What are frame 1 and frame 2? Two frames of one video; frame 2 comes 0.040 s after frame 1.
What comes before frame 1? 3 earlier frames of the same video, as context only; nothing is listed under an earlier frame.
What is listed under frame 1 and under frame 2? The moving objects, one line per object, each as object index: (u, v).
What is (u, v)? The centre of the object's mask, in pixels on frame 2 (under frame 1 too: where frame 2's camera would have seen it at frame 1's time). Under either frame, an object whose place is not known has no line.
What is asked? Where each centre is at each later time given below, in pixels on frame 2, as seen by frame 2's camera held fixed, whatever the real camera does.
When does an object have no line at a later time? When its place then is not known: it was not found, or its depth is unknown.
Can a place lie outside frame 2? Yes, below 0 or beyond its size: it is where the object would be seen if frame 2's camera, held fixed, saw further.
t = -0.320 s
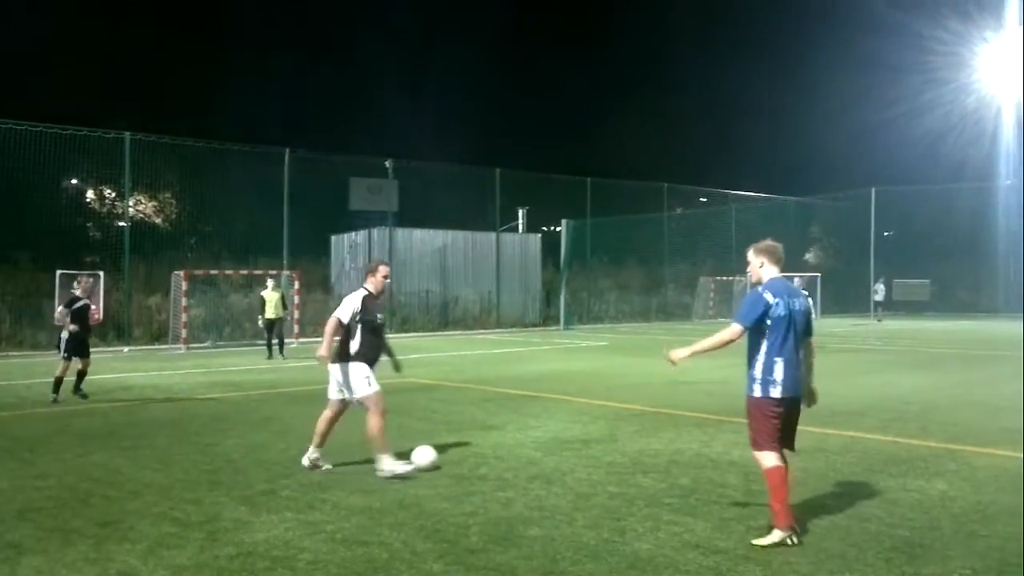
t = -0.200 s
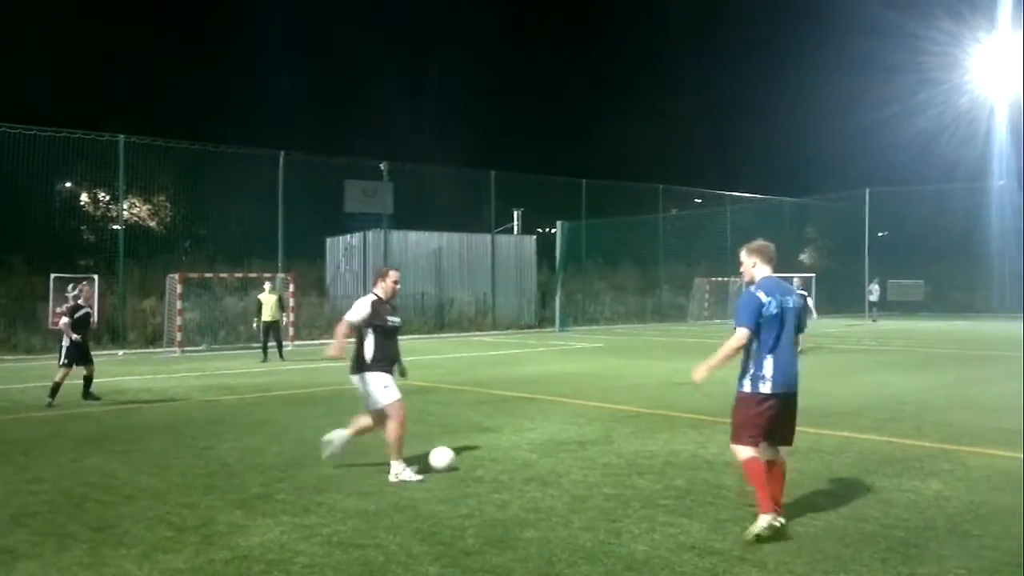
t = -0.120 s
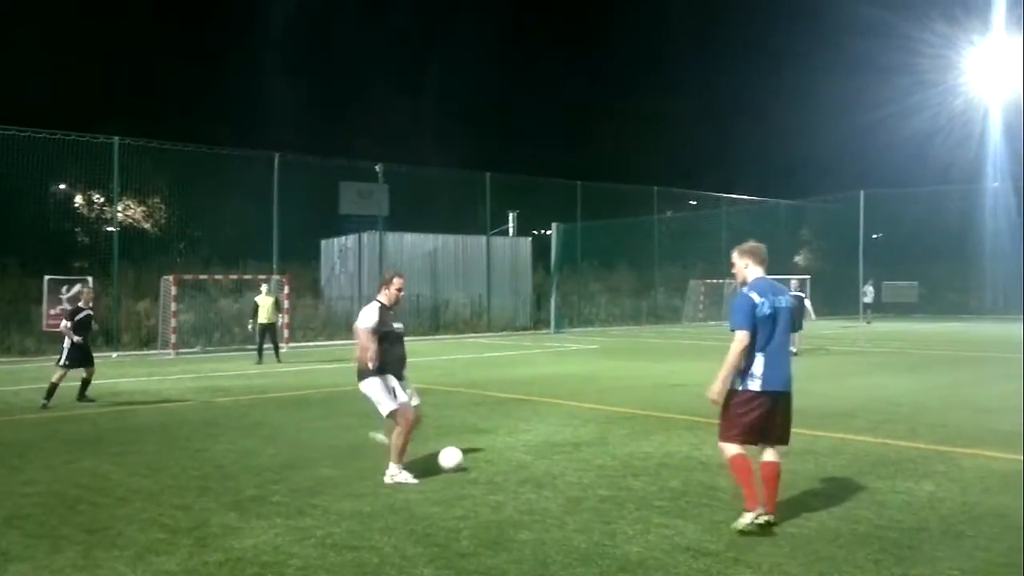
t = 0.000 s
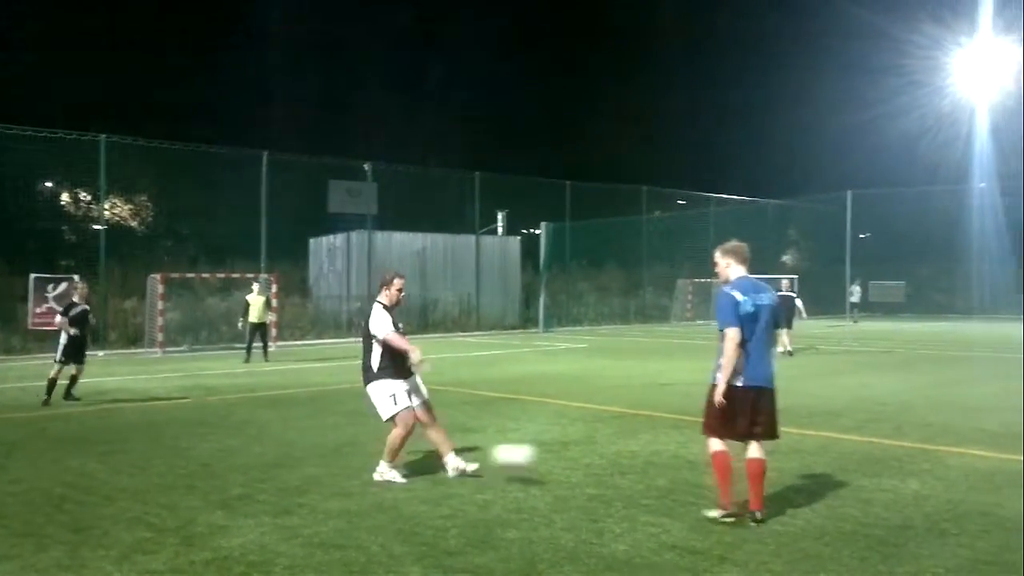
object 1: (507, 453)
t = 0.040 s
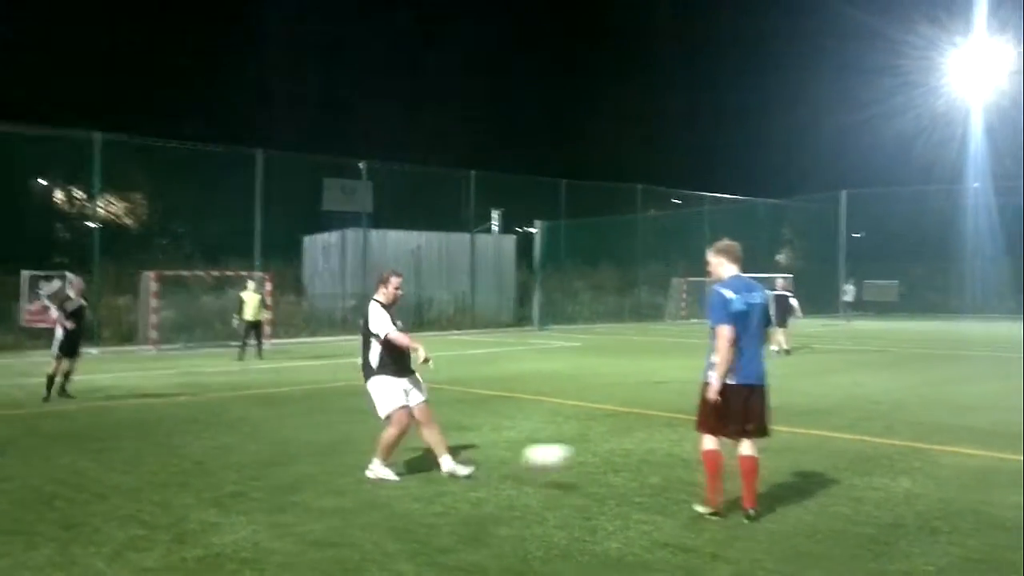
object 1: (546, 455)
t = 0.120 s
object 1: (640, 466)
